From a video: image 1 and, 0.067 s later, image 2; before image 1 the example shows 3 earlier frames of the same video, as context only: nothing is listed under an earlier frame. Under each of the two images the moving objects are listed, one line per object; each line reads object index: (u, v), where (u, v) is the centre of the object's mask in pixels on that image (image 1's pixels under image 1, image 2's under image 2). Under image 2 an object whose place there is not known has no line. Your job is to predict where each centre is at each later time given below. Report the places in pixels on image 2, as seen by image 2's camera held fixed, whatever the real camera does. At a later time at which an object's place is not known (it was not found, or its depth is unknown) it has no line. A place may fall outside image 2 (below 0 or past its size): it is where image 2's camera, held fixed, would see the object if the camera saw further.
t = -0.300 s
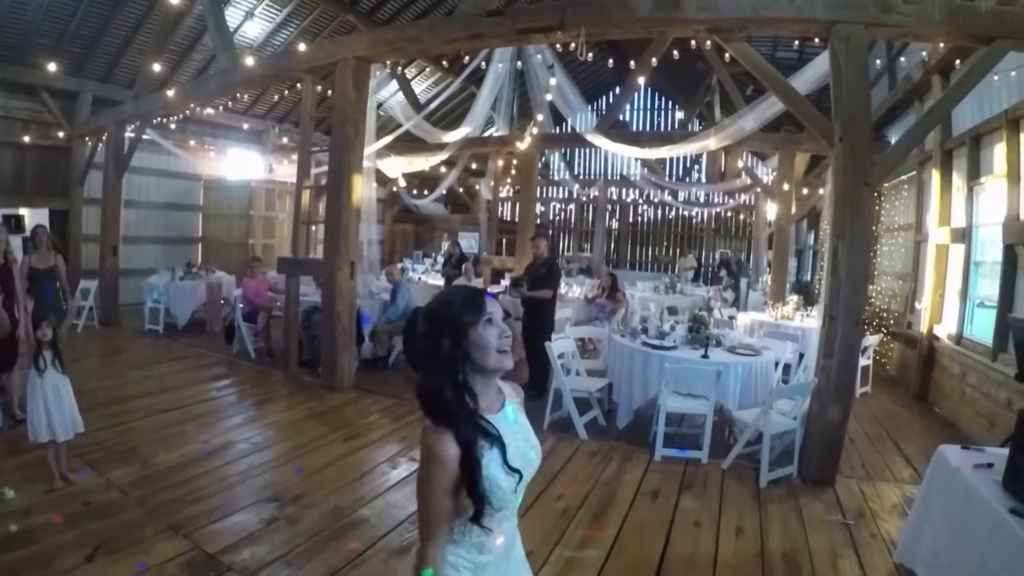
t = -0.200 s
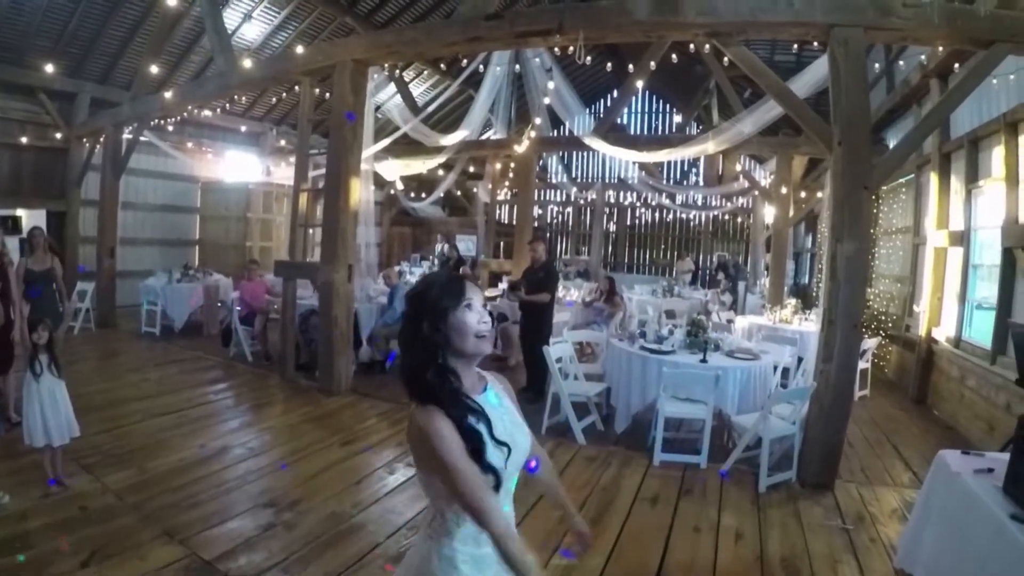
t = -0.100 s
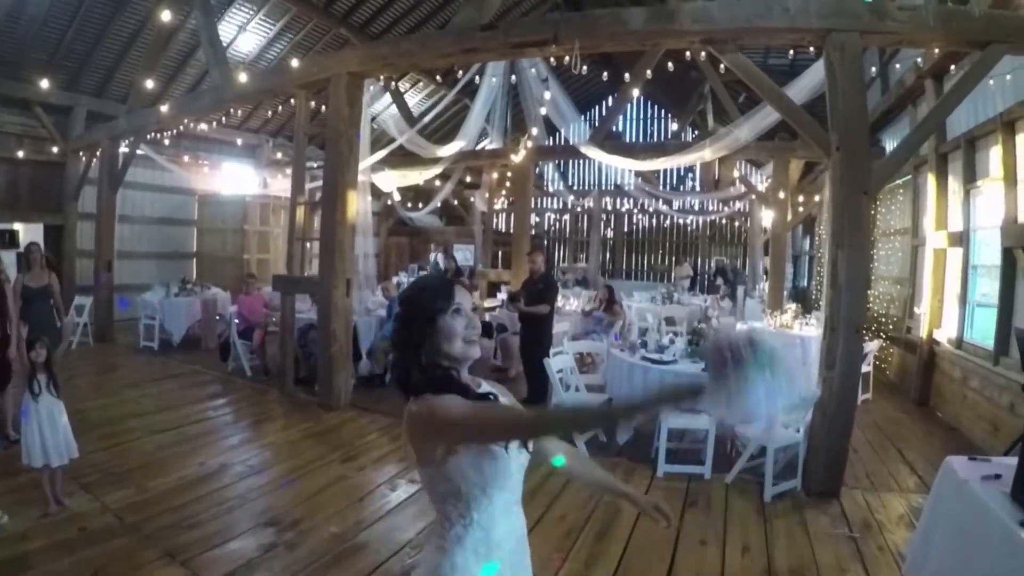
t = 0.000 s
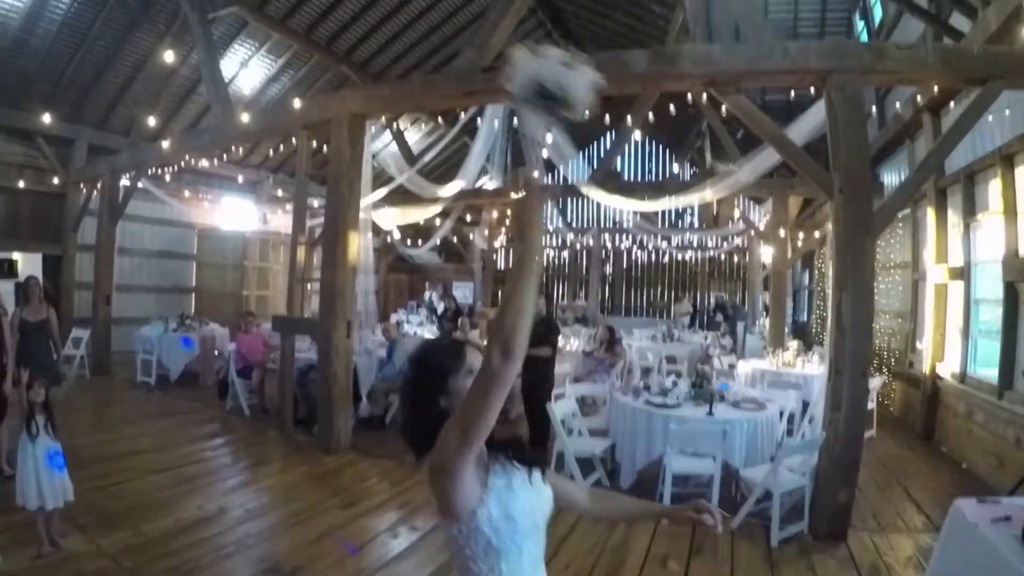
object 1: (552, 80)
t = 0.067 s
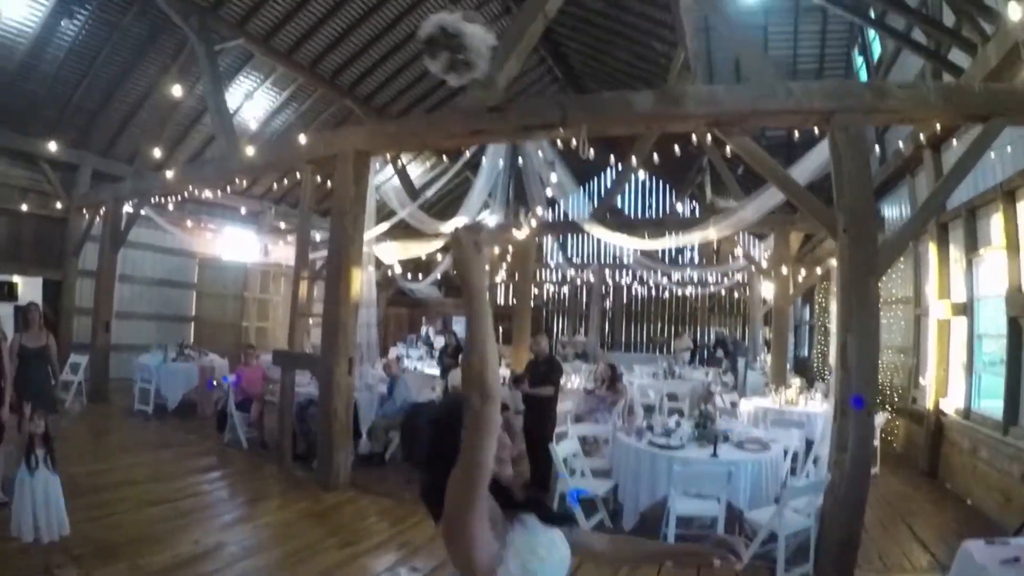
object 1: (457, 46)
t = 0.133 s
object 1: (397, 9)
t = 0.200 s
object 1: (362, -6)
